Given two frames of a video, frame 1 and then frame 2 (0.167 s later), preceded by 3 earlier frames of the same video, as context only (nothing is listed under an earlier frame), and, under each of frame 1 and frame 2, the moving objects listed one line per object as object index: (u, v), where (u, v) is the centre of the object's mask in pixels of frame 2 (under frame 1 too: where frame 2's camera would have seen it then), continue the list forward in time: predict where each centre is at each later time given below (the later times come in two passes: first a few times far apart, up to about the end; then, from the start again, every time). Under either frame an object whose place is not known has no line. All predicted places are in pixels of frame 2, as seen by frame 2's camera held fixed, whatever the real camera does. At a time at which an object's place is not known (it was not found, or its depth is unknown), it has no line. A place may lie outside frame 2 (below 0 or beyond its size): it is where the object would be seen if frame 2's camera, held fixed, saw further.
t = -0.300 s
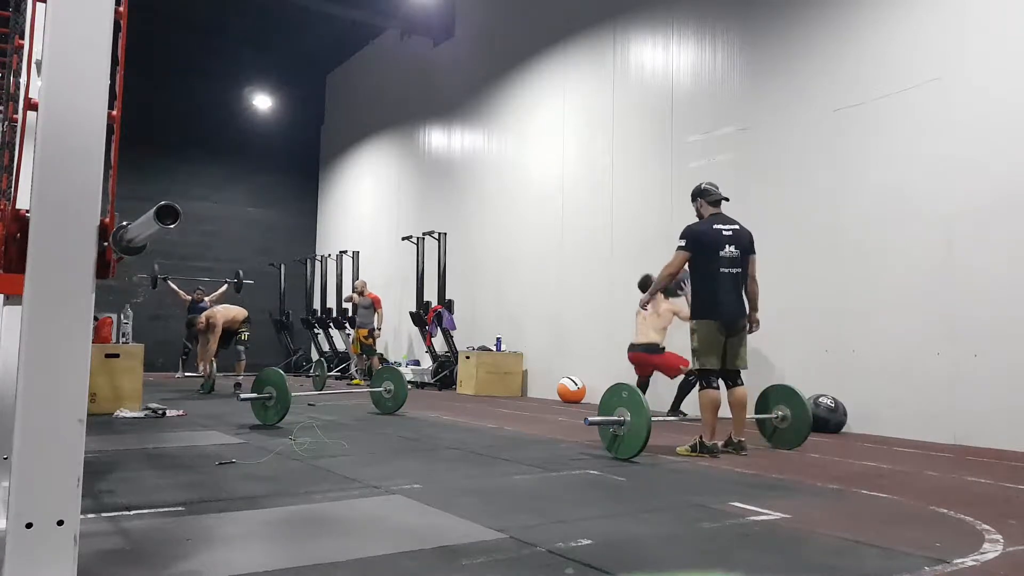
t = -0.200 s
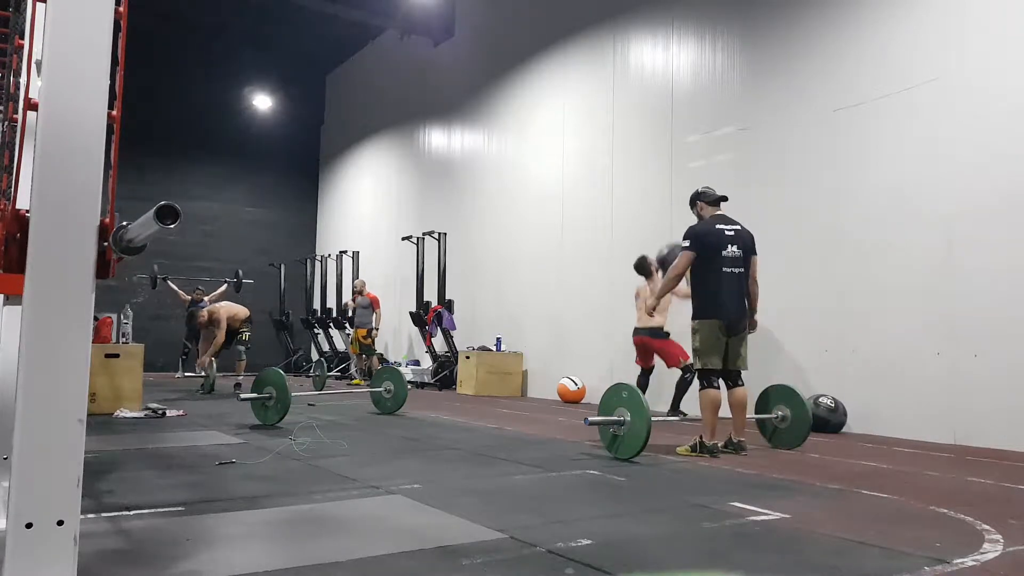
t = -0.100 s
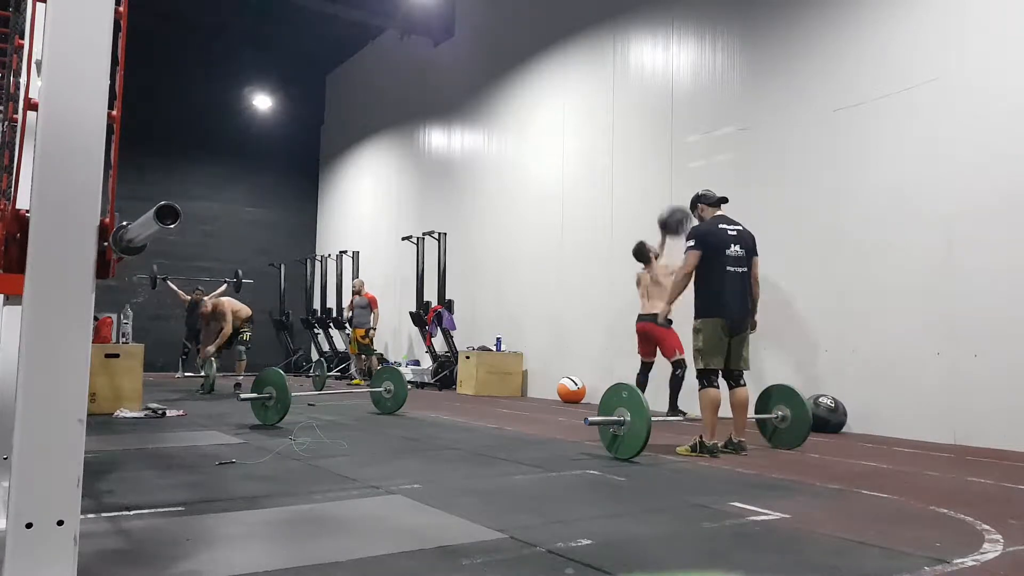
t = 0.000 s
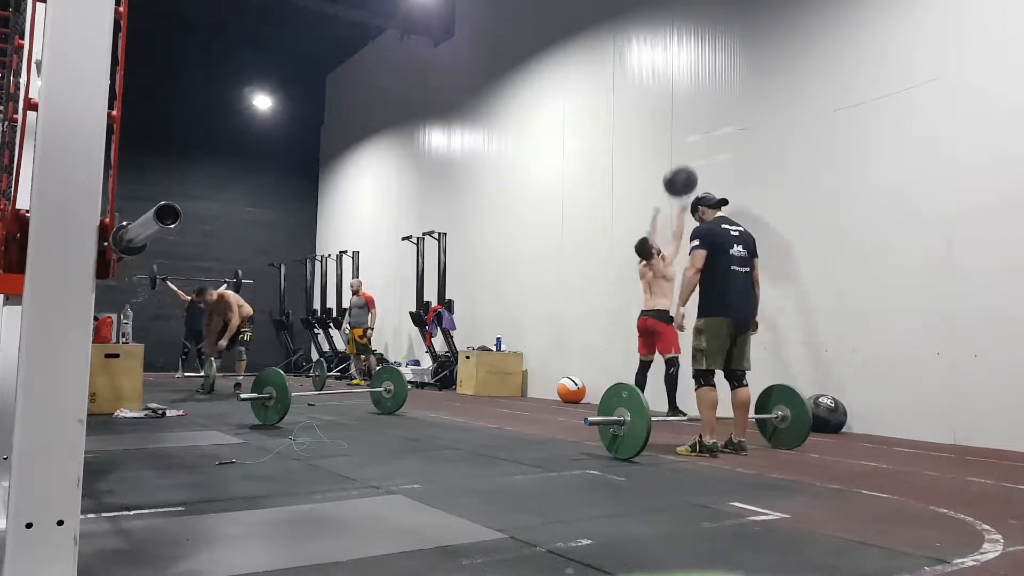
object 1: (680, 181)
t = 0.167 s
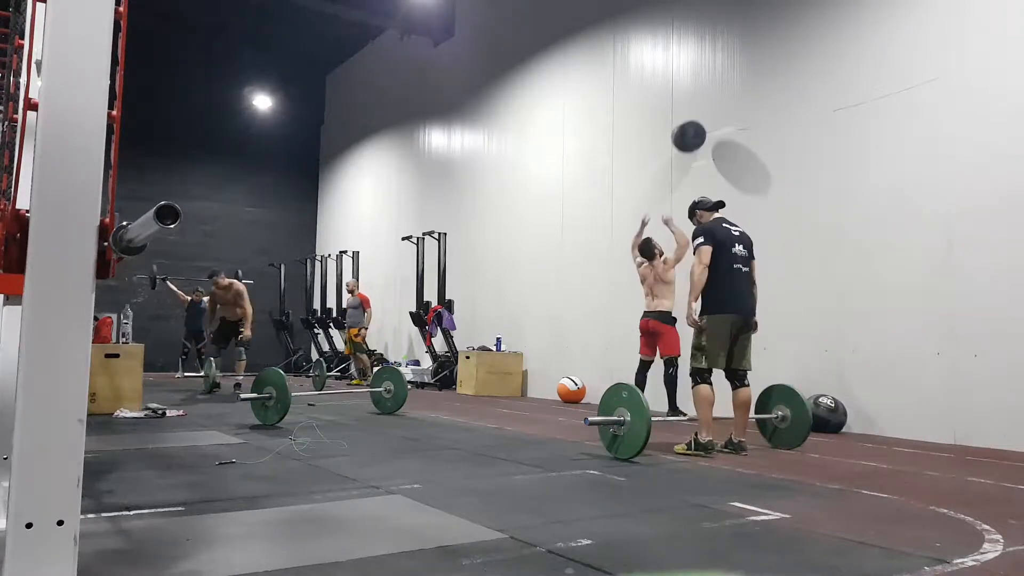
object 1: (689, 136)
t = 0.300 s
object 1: (695, 118)
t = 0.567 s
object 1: (690, 126)
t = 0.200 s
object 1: (690, 130)
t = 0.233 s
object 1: (692, 125)
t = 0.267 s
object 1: (694, 121)
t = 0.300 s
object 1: (695, 118)
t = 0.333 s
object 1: (697, 117)
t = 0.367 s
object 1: (696, 115)
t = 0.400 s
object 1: (695, 115)
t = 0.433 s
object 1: (694, 115)
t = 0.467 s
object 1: (693, 116)
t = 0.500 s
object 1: (692, 119)
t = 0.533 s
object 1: (691, 122)
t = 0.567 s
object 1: (690, 126)
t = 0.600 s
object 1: (689, 132)
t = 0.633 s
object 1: (688, 138)
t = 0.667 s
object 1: (687, 146)
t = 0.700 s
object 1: (686, 154)
